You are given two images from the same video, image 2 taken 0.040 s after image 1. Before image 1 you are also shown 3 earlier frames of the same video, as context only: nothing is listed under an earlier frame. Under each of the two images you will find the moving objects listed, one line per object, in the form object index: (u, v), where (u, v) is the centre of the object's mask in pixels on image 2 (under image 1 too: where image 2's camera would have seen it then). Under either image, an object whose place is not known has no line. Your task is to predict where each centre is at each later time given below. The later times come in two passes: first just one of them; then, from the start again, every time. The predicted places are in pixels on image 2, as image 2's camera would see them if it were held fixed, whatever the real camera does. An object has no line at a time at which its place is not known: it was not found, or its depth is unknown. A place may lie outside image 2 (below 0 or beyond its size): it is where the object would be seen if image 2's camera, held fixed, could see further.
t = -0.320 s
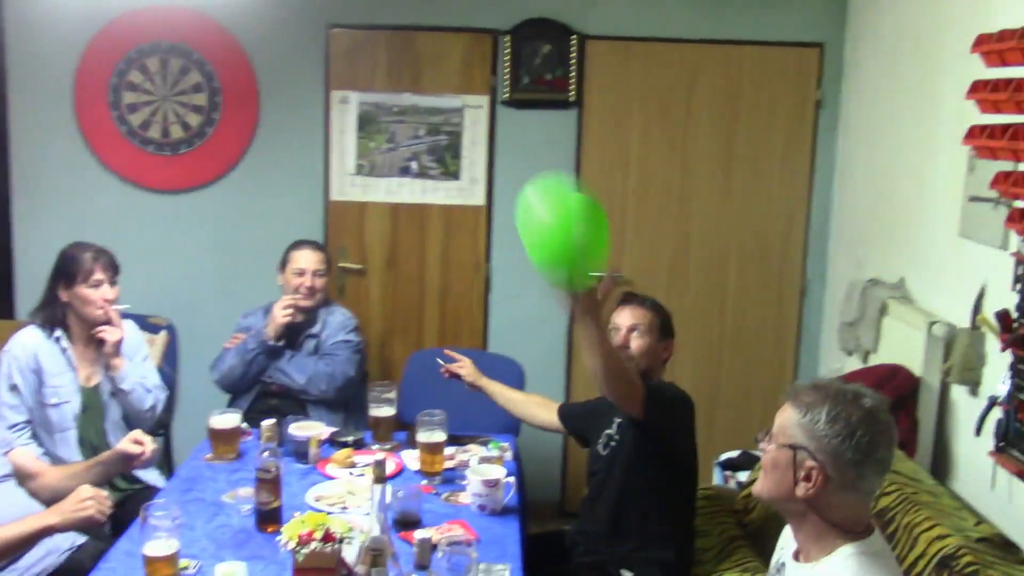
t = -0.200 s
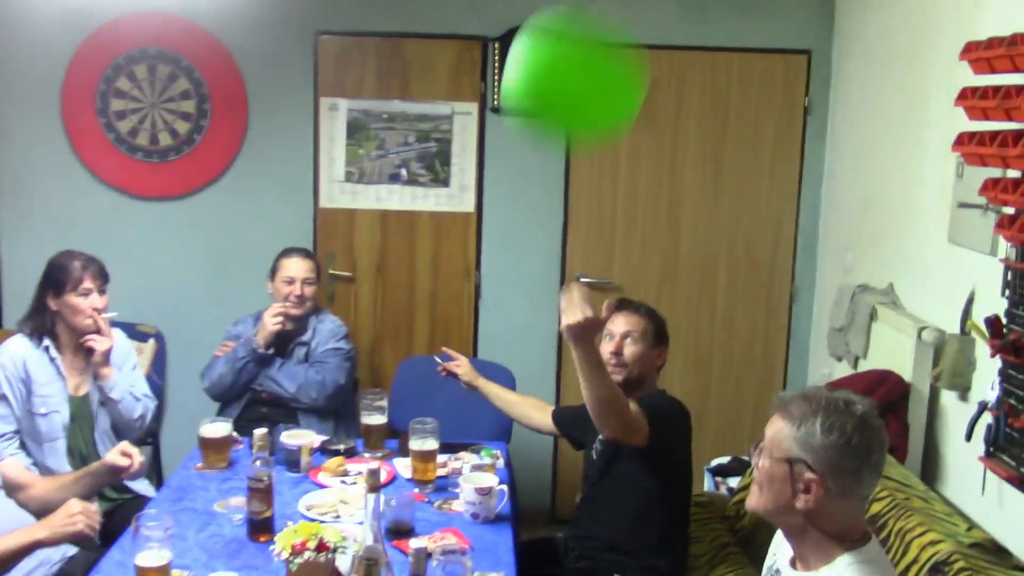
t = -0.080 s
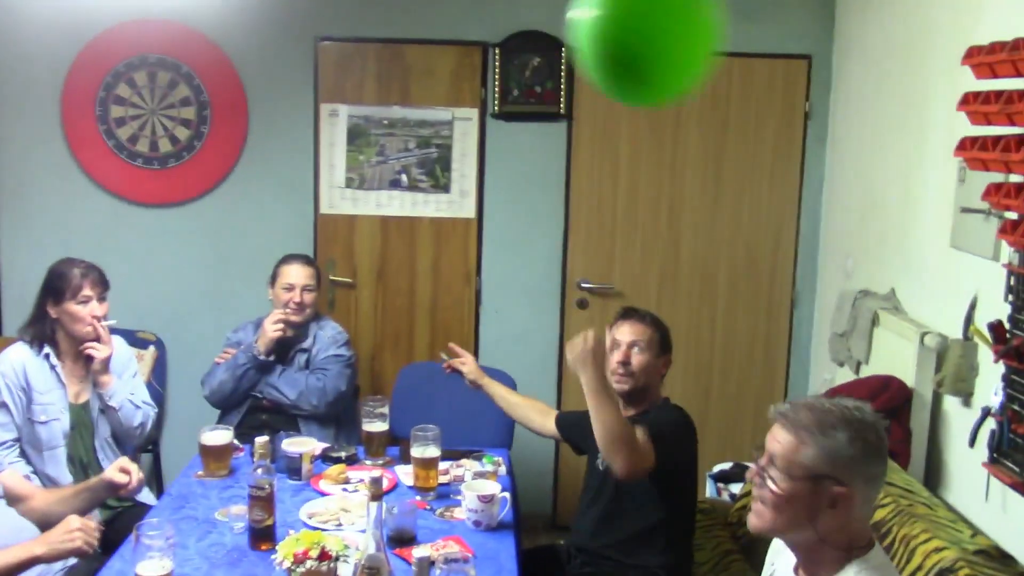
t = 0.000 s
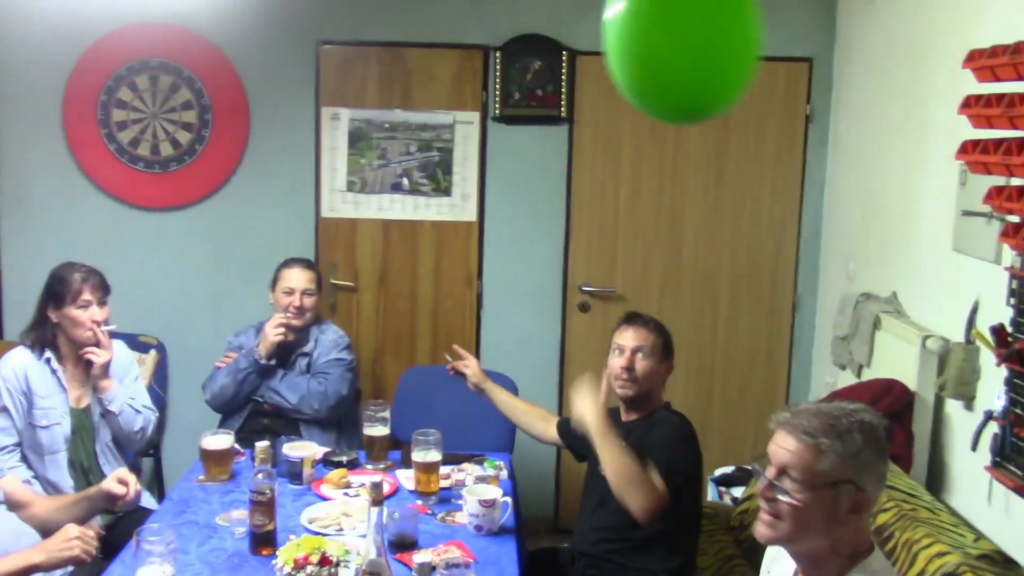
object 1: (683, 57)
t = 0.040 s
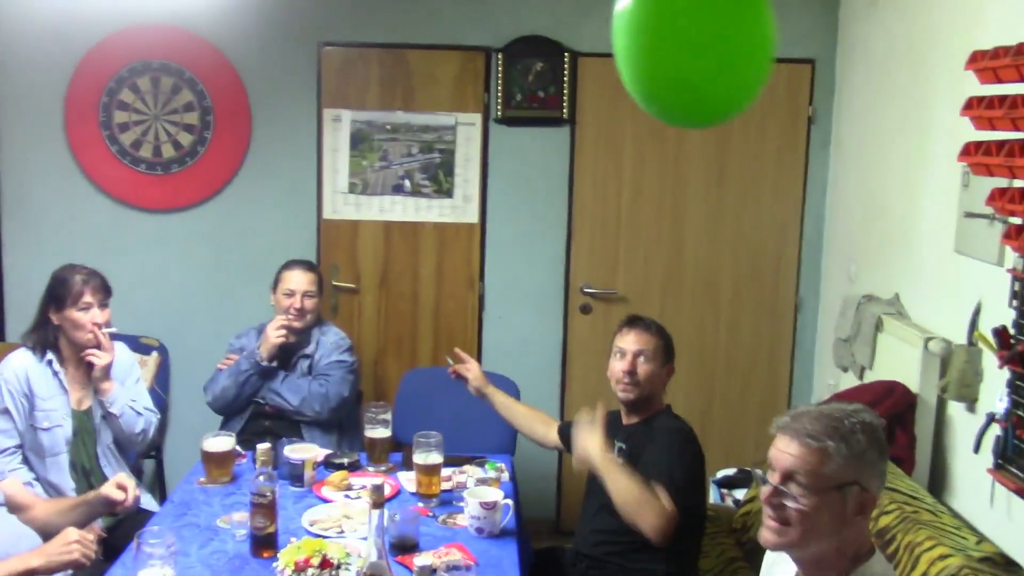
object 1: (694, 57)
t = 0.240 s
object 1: (715, 58)
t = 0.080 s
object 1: (701, 57)
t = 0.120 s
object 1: (708, 57)
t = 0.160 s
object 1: (711, 56)
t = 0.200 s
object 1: (715, 56)
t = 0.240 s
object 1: (715, 58)
